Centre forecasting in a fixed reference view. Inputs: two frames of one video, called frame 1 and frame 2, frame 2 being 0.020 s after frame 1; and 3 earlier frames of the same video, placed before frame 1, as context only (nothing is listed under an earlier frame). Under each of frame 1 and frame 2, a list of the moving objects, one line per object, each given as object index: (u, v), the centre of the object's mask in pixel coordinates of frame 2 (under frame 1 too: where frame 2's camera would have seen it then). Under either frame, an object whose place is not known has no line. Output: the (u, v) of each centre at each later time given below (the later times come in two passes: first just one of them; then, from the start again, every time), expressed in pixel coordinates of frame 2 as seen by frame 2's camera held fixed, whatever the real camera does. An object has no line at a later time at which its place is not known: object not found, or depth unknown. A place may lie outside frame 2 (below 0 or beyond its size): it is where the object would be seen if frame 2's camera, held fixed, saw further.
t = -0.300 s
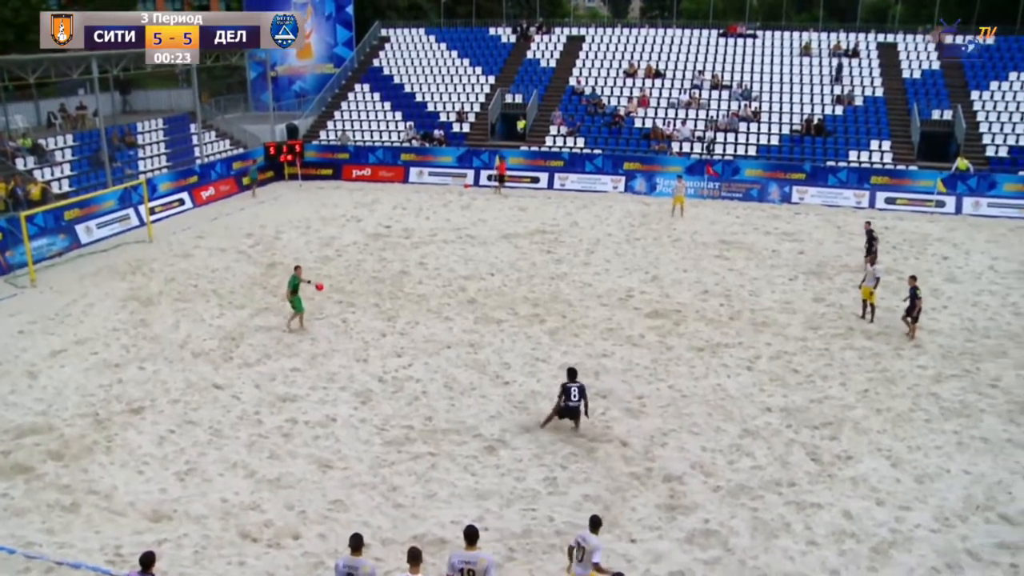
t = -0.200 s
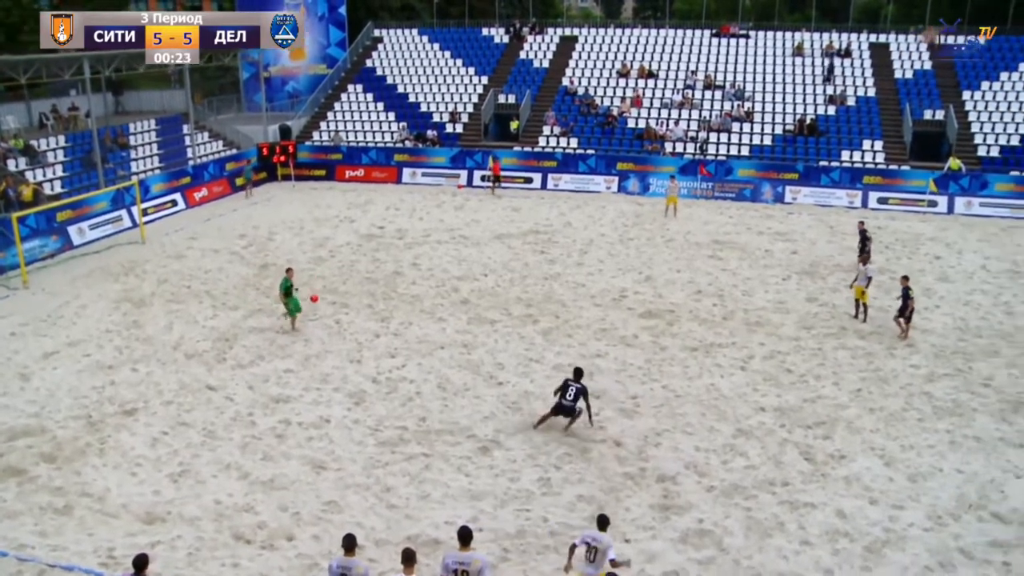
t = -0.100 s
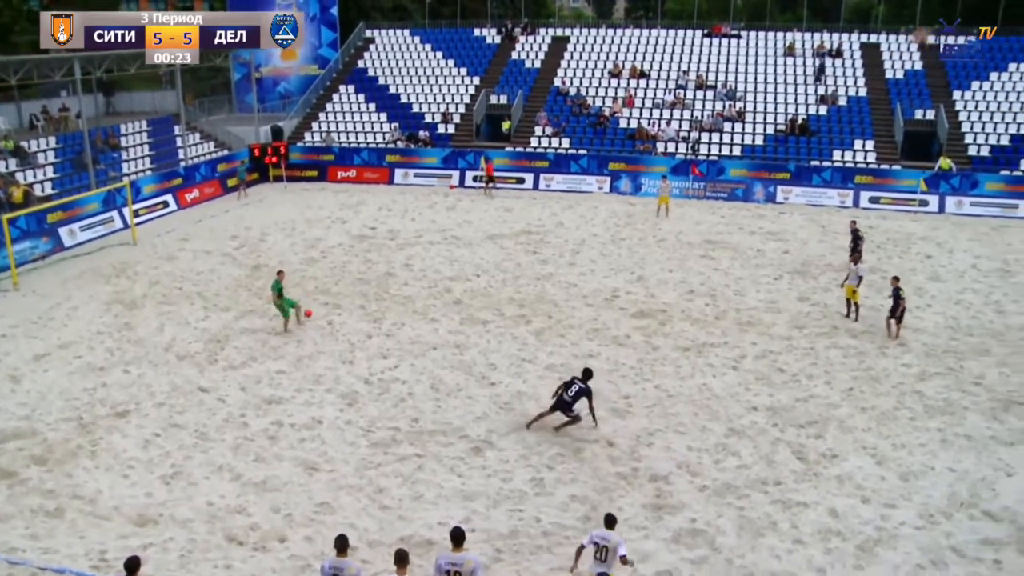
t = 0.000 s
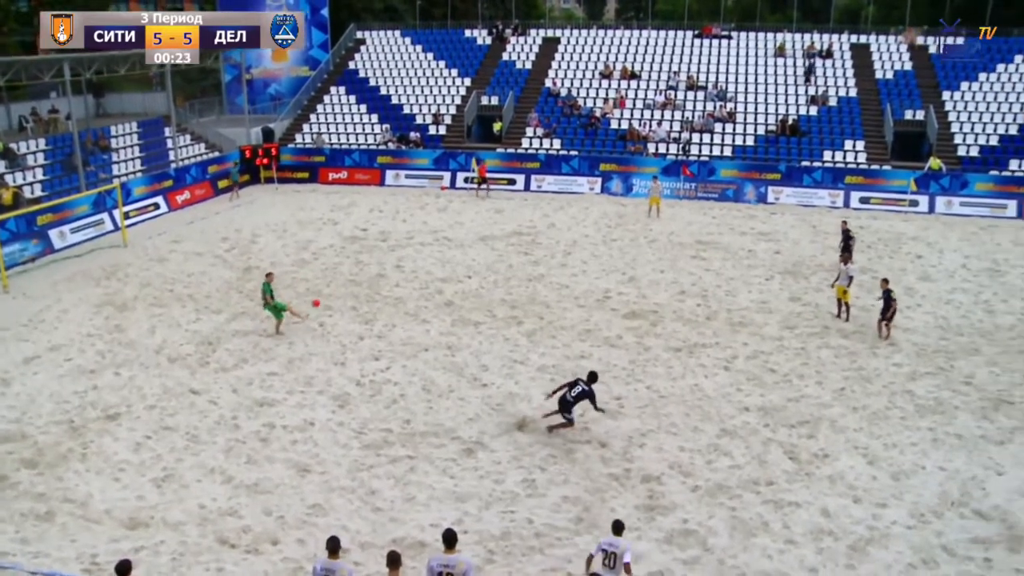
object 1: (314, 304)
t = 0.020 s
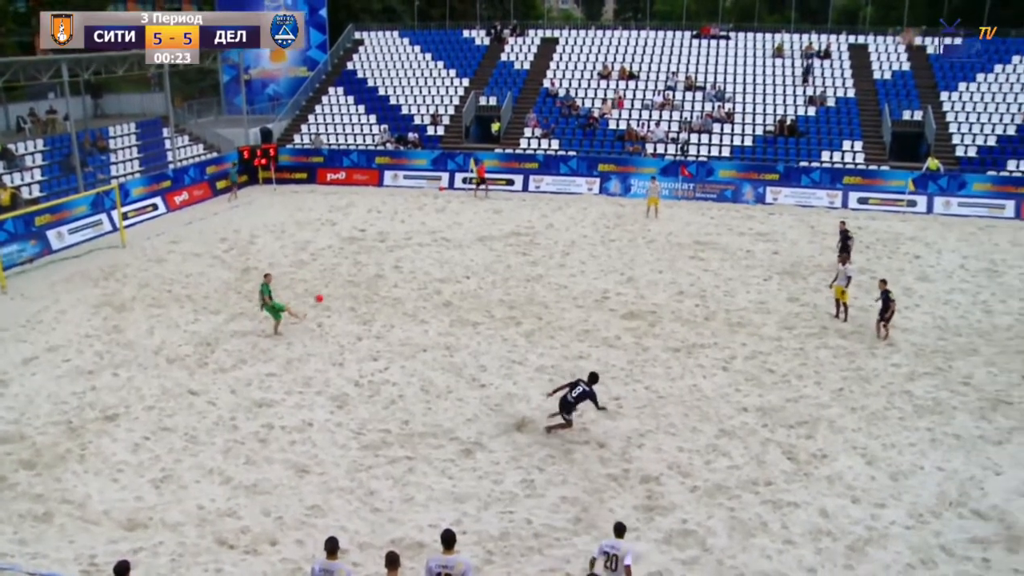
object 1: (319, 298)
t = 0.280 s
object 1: (384, 241)
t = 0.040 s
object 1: (323, 293)
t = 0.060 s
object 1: (328, 288)
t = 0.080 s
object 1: (333, 284)
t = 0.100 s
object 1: (338, 279)
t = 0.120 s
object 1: (342, 275)
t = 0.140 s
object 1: (348, 270)
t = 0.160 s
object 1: (353, 265)
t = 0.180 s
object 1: (358, 261)
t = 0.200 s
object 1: (363, 257)
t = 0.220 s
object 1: (368, 253)
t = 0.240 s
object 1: (373, 249)
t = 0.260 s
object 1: (379, 244)
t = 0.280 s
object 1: (384, 241)
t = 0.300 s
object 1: (389, 237)
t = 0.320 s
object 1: (395, 234)
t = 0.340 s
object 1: (401, 230)
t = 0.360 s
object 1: (407, 227)
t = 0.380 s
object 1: (413, 223)
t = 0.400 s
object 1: (419, 220)
